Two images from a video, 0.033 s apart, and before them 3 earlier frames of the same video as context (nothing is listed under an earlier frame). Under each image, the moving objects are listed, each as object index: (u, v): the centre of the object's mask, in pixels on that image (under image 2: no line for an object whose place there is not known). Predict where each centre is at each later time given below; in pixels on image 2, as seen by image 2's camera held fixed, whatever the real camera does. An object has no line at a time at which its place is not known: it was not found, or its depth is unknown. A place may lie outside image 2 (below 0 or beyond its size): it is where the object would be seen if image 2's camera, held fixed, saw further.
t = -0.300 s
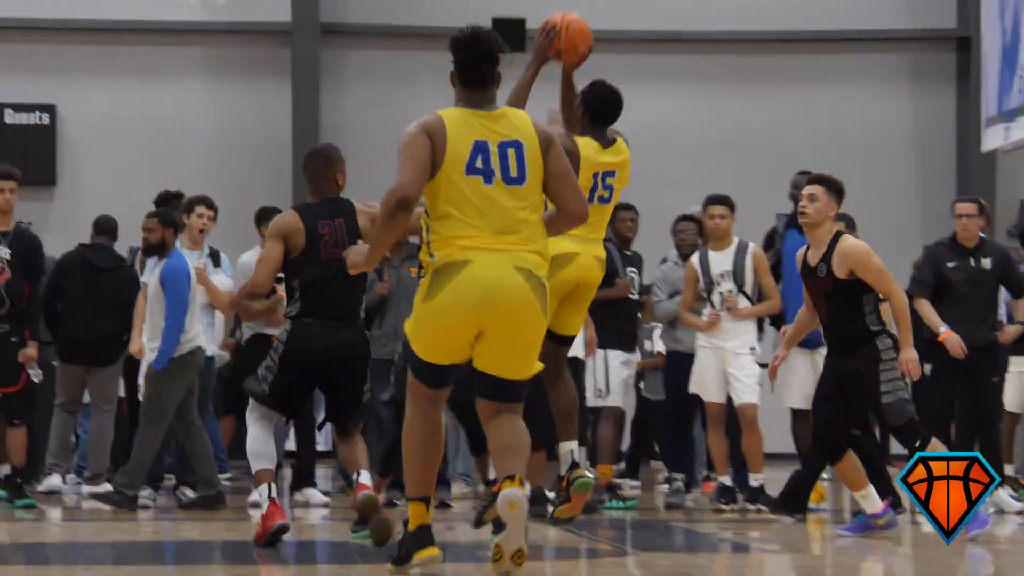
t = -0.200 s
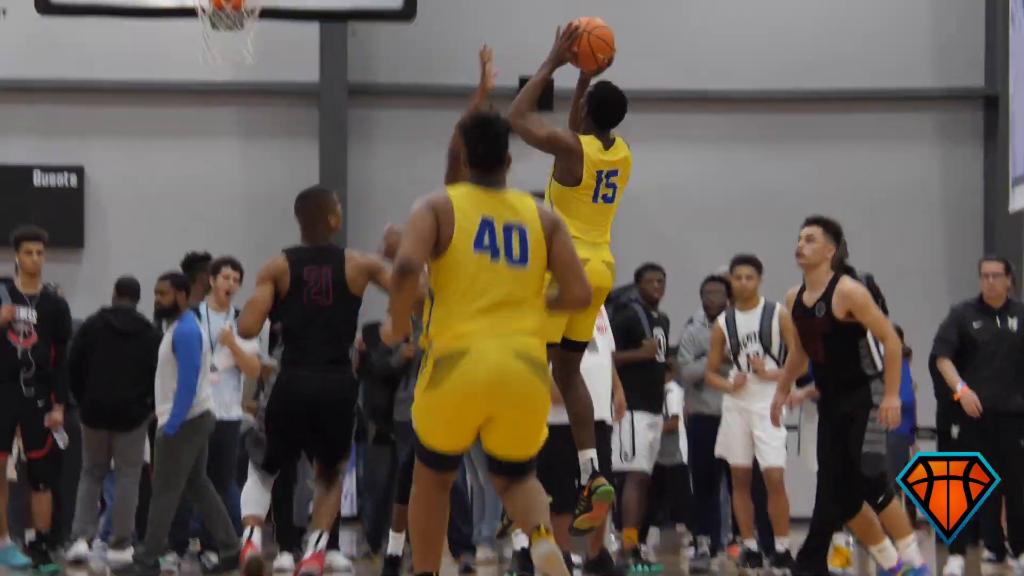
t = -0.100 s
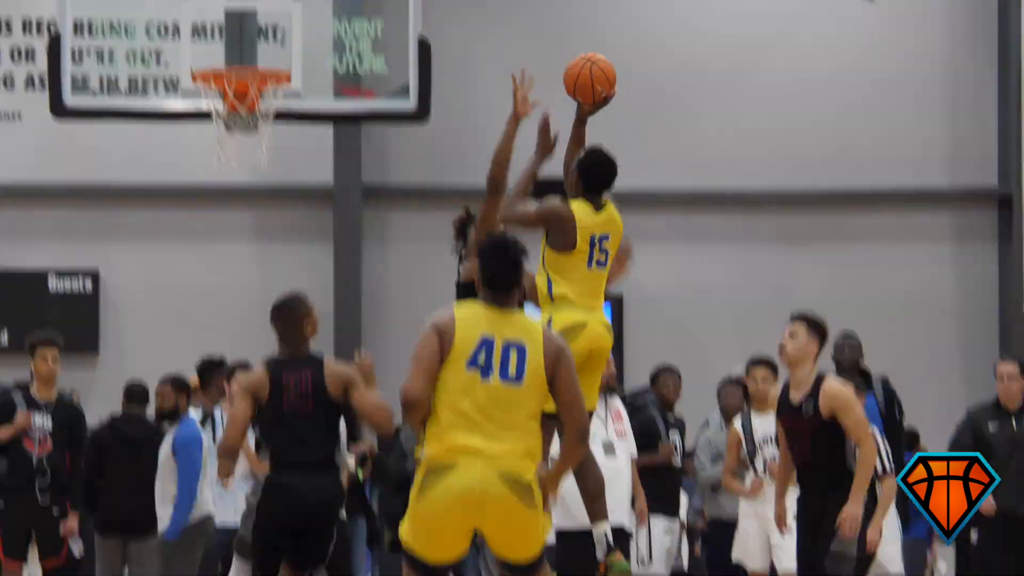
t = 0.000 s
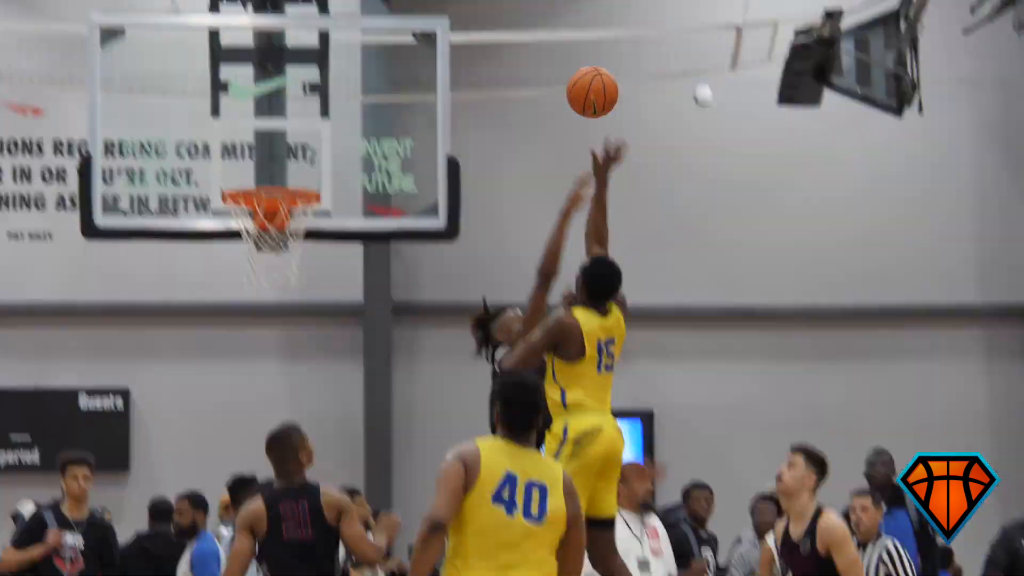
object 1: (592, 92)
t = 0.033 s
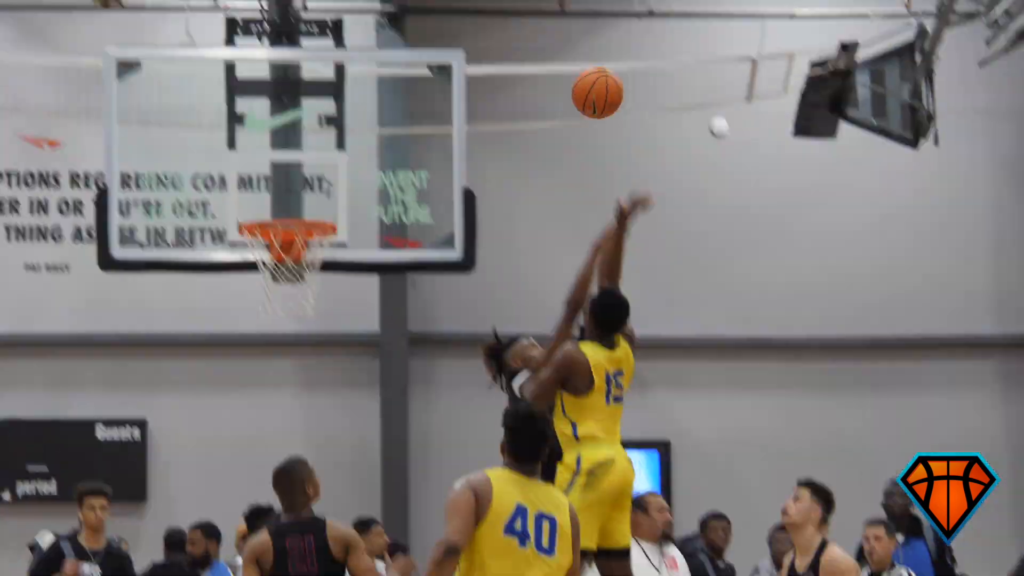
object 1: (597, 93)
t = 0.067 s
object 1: (588, 64)
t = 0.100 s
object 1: (579, 37)
